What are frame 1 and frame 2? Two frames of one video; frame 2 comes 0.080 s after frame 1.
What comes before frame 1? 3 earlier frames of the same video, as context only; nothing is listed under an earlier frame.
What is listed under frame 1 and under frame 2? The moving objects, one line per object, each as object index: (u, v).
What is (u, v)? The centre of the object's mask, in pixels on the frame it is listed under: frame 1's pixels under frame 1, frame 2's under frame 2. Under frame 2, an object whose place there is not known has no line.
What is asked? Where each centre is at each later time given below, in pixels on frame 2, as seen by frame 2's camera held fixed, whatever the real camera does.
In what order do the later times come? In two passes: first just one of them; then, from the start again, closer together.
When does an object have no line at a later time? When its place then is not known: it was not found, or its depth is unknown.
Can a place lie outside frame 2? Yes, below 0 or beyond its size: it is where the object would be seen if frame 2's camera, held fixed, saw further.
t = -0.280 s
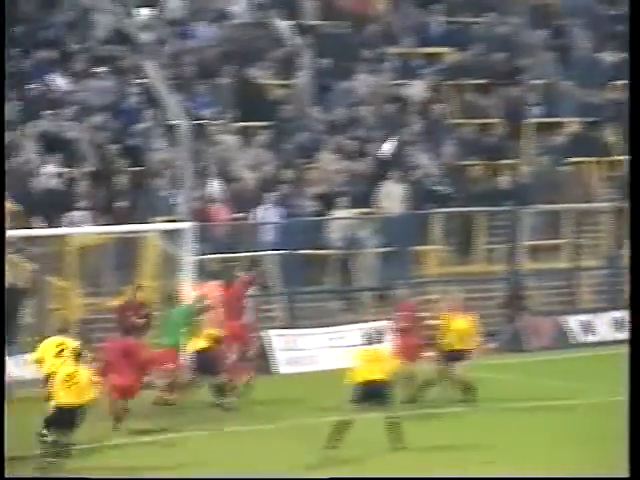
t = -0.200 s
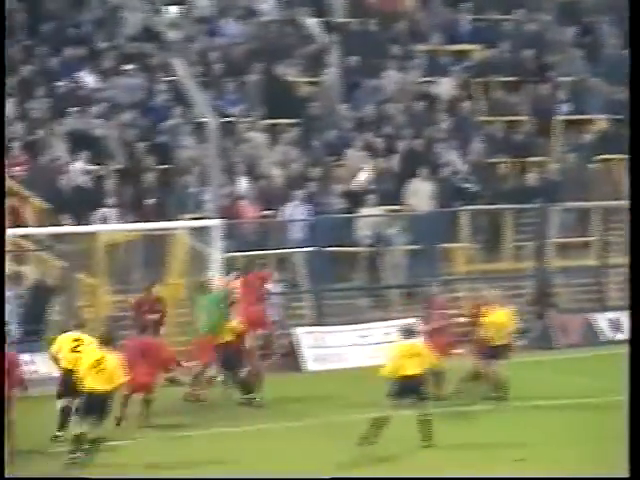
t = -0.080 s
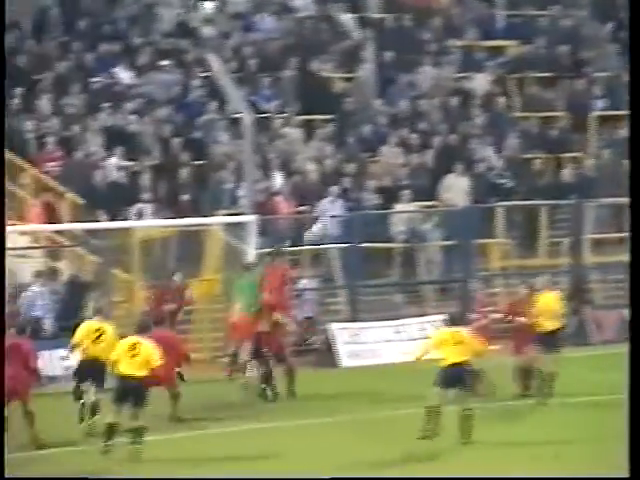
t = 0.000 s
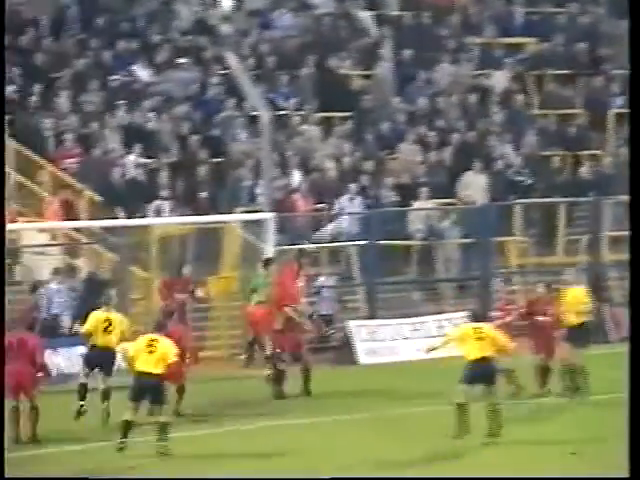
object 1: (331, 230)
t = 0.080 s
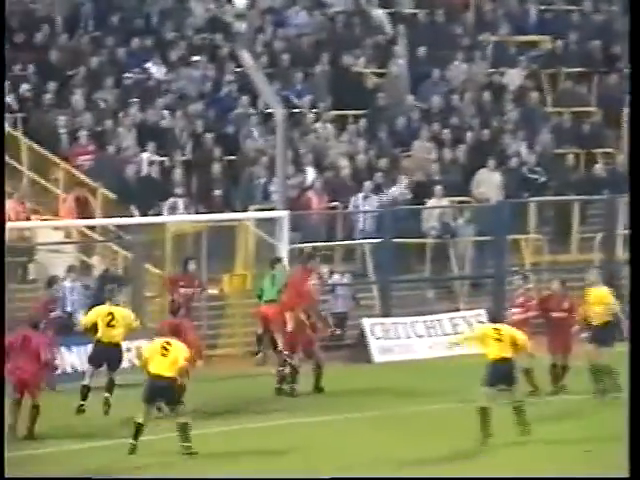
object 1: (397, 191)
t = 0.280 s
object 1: (513, 123)
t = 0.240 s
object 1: (488, 136)
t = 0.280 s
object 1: (513, 123)
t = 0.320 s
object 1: (536, 113)
